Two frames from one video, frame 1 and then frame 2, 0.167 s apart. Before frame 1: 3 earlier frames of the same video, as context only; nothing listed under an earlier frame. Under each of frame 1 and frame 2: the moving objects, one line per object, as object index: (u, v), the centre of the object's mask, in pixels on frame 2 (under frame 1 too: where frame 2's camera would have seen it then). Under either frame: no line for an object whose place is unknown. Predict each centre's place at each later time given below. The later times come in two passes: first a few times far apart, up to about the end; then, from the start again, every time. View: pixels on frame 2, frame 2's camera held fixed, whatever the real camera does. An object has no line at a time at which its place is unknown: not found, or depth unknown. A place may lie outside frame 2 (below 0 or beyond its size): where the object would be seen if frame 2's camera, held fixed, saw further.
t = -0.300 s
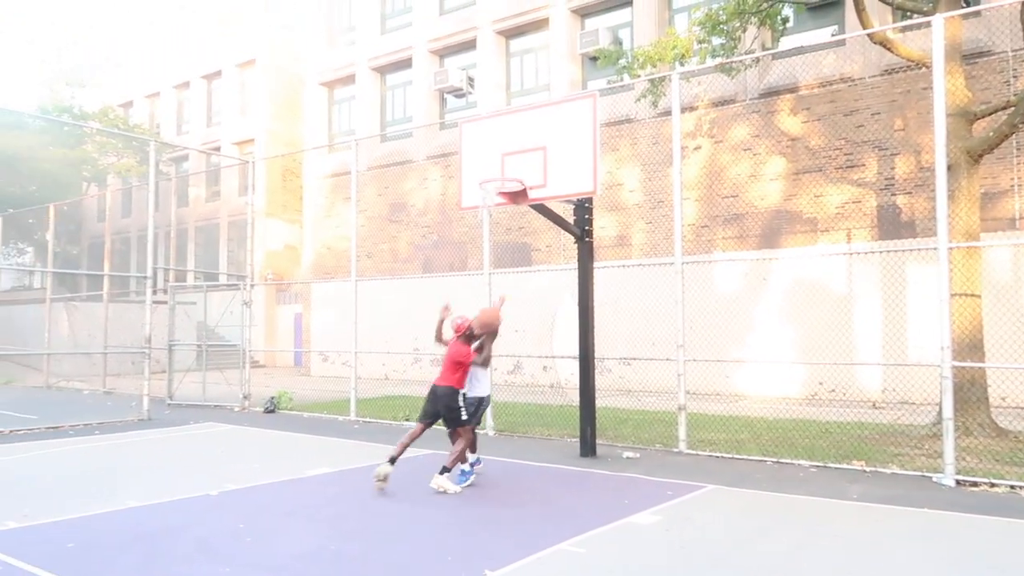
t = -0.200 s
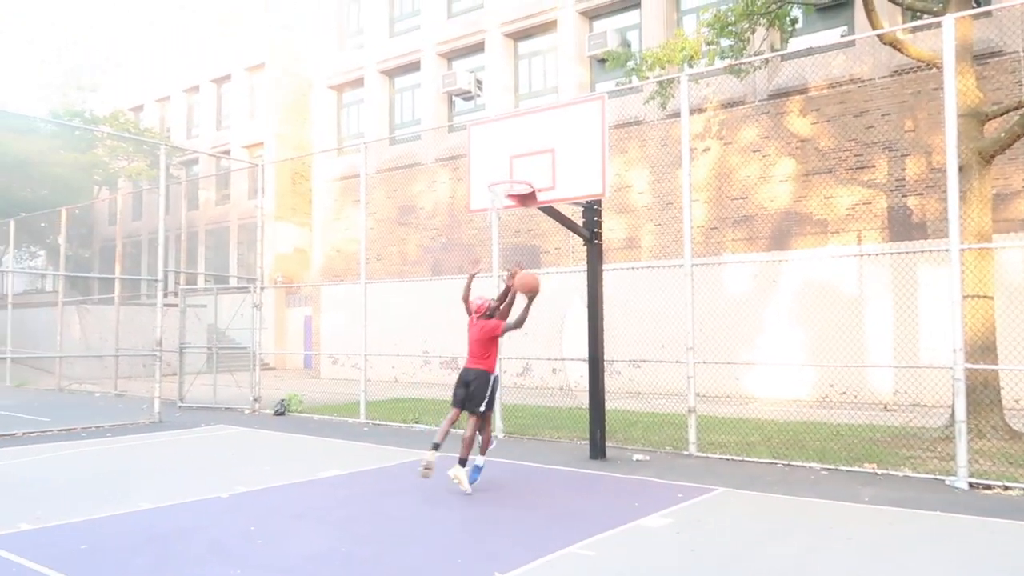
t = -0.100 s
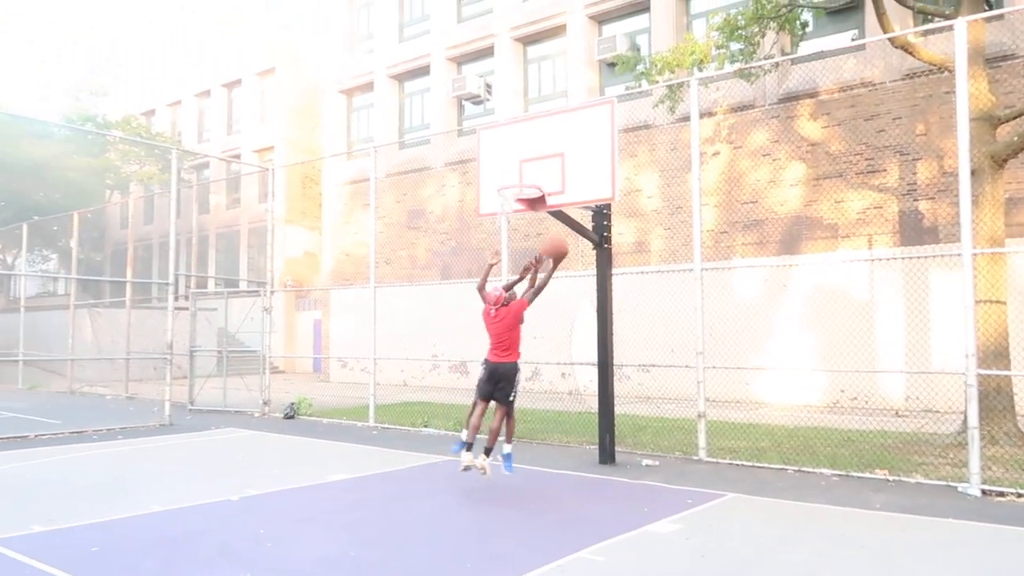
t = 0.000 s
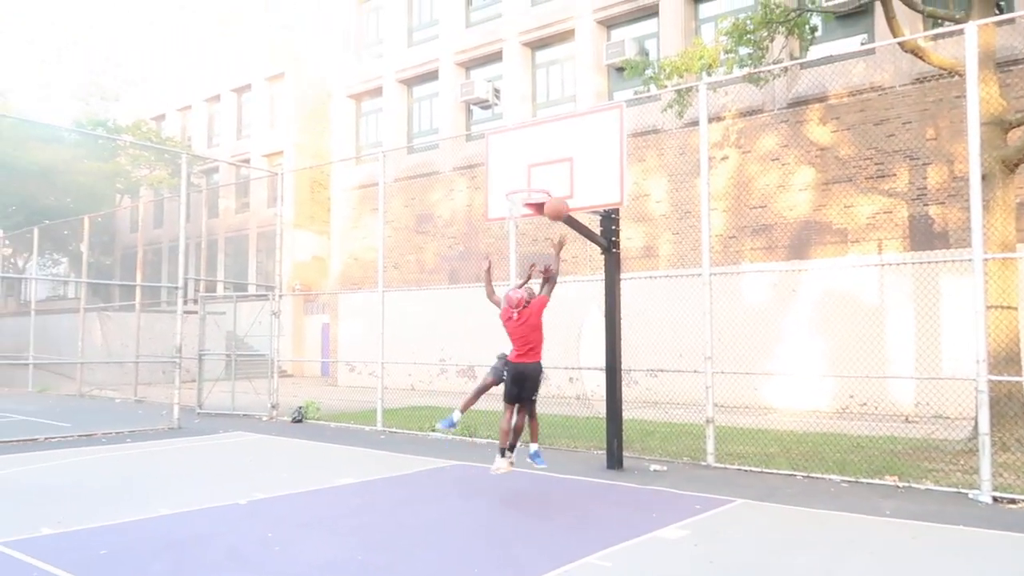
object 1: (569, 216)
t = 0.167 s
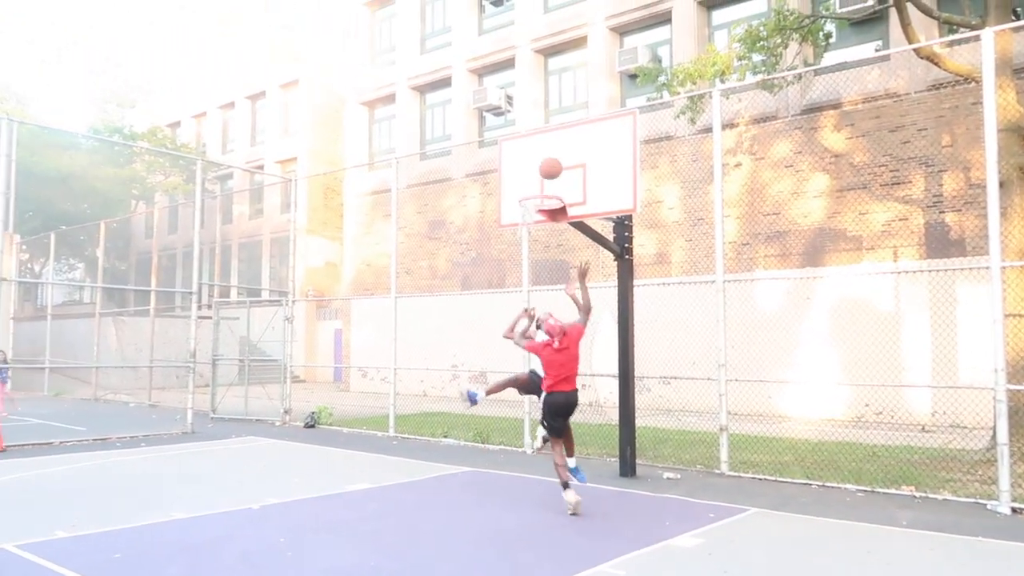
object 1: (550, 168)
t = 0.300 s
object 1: (536, 153)
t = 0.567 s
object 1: (511, 171)
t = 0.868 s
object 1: (479, 238)
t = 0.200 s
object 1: (547, 163)
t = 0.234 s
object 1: (543, 158)
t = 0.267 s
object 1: (539, 155)
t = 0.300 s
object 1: (536, 153)
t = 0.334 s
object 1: (533, 152)
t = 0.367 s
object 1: (530, 152)
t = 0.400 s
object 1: (527, 152)
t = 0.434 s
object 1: (524, 154)
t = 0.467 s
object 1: (520, 157)
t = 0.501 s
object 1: (517, 160)
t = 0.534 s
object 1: (514, 165)
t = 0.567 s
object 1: (511, 171)
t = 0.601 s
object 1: (508, 177)
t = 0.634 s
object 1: (505, 185)
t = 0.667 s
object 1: (503, 192)
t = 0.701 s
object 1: (500, 200)
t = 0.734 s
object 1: (495, 206)
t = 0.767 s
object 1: (491, 212)
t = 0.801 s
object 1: (486, 220)
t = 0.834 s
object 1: (483, 229)
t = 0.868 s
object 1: (479, 238)
